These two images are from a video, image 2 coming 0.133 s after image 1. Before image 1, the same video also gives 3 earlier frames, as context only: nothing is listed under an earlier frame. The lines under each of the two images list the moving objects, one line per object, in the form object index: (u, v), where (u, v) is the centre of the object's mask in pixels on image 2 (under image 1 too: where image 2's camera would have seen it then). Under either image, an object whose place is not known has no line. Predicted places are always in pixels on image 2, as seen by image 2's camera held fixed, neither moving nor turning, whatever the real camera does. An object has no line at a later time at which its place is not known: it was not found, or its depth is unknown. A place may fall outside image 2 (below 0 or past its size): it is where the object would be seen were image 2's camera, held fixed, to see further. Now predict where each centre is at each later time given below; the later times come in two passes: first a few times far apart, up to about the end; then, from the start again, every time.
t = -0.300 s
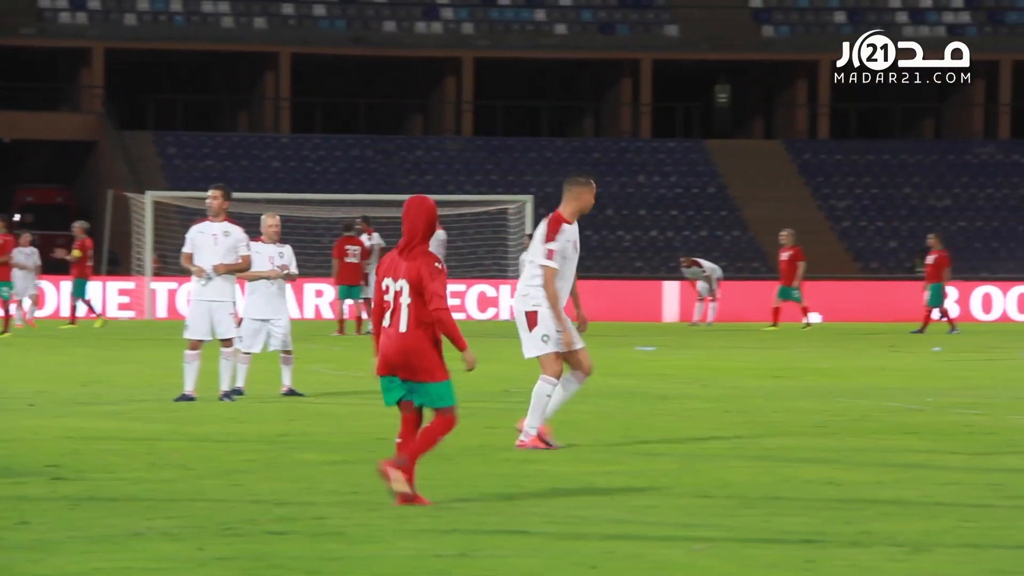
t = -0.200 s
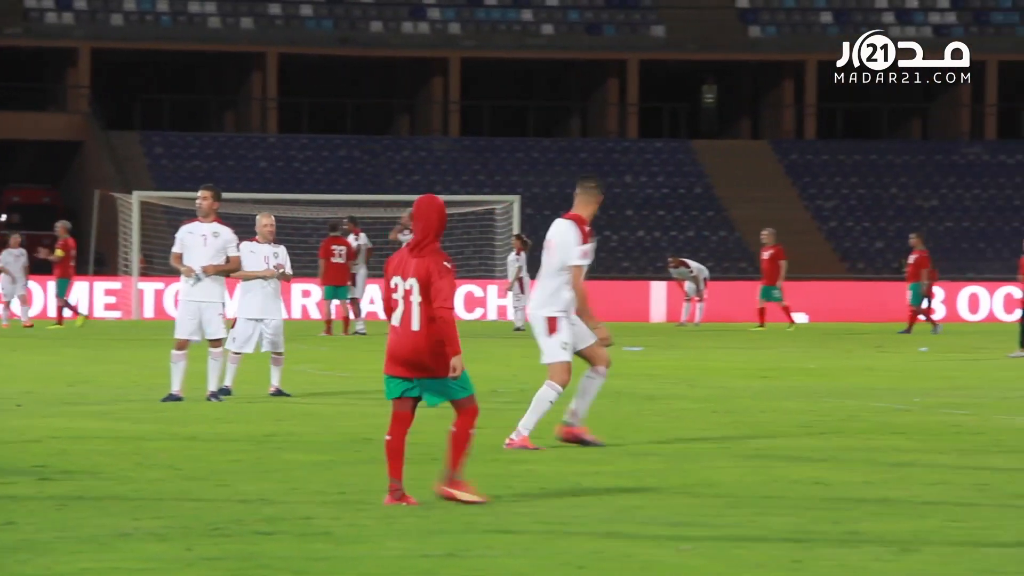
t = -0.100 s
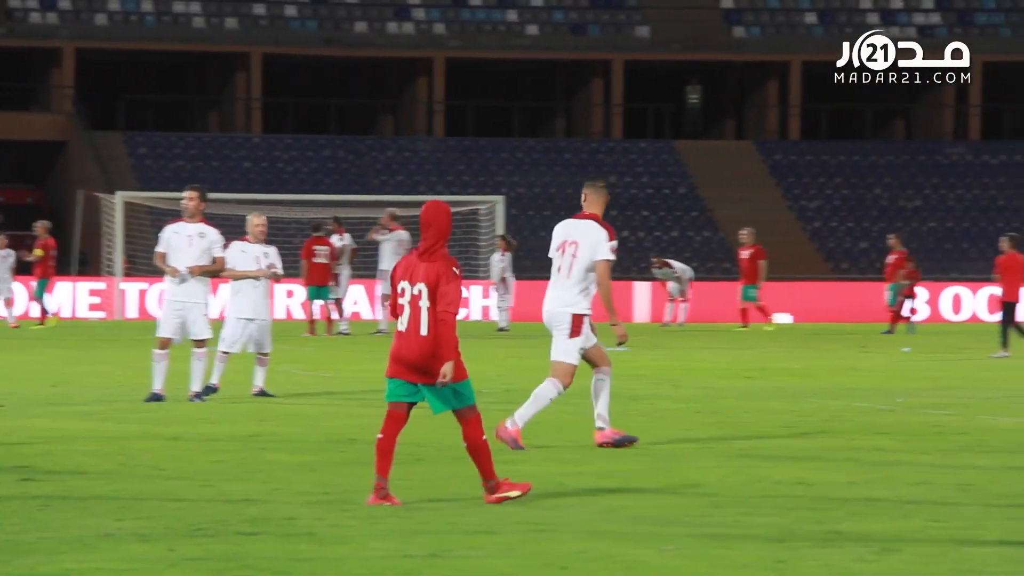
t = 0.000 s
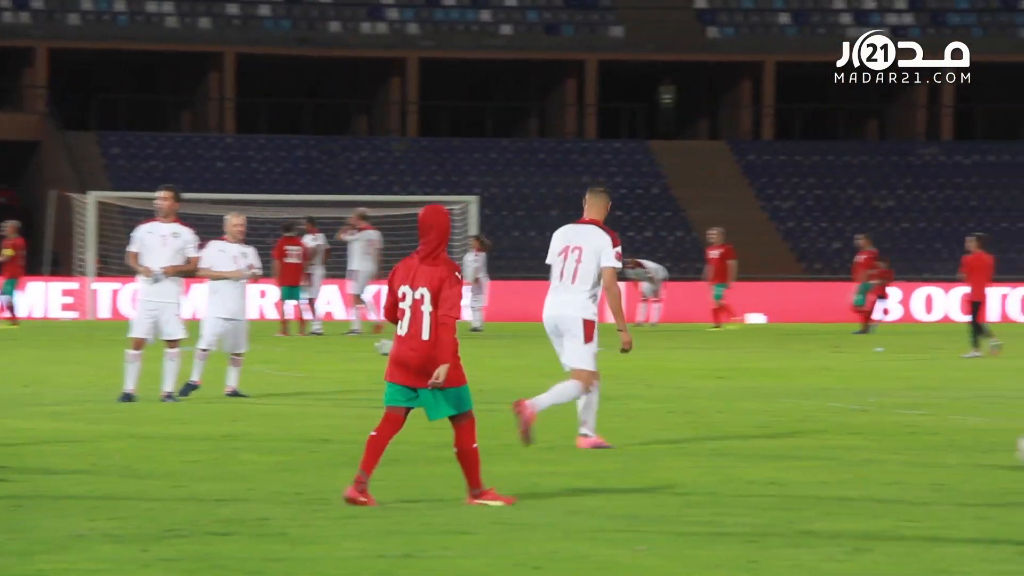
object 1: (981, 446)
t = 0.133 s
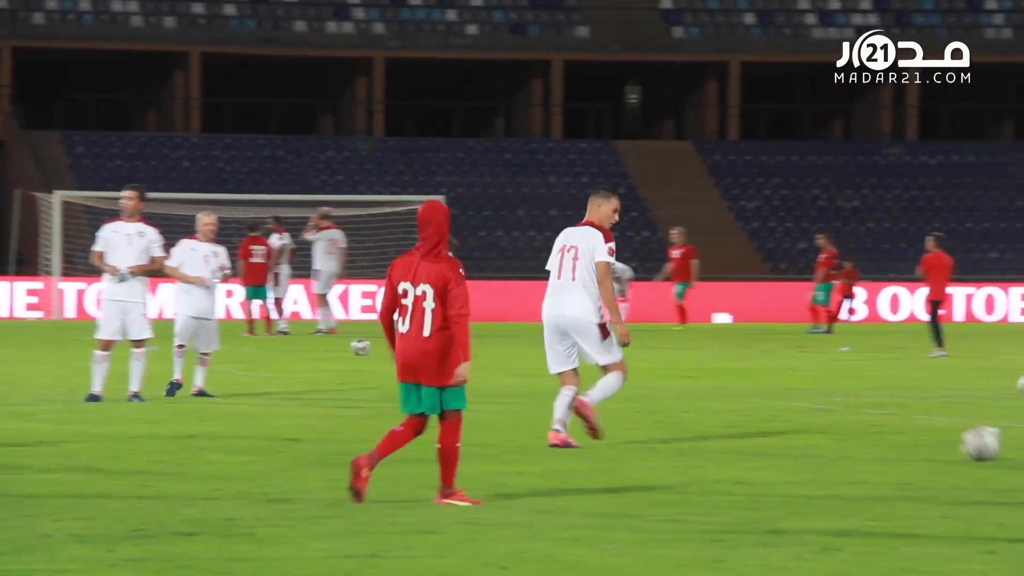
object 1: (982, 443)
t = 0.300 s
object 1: (957, 439)
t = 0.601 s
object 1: (911, 434)
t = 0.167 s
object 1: (977, 443)
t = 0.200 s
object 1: (972, 442)
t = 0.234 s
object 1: (967, 441)
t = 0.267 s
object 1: (962, 440)
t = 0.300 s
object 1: (957, 439)
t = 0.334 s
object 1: (953, 438)
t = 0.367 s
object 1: (948, 438)
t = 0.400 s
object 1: (943, 437)
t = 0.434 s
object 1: (938, 435)
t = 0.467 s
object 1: (933, 434)
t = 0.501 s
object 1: (928, 434)
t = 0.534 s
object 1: (922, 435)
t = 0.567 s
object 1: (917, 435)
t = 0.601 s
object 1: (911, 434)
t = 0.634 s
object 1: (905, 433)
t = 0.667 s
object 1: (899, 432)
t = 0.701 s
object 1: (892, 433)
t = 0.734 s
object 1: (886, 433)
